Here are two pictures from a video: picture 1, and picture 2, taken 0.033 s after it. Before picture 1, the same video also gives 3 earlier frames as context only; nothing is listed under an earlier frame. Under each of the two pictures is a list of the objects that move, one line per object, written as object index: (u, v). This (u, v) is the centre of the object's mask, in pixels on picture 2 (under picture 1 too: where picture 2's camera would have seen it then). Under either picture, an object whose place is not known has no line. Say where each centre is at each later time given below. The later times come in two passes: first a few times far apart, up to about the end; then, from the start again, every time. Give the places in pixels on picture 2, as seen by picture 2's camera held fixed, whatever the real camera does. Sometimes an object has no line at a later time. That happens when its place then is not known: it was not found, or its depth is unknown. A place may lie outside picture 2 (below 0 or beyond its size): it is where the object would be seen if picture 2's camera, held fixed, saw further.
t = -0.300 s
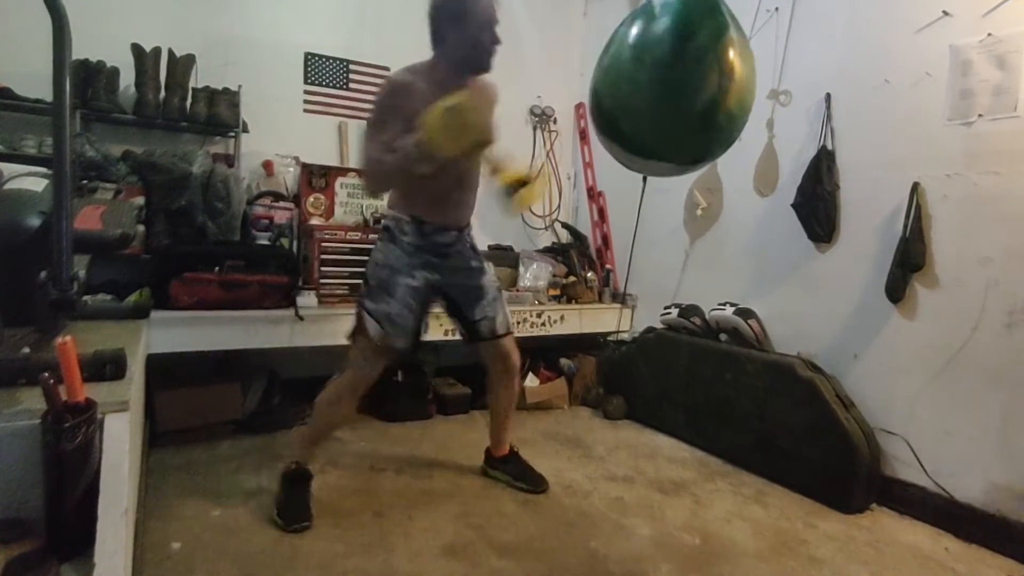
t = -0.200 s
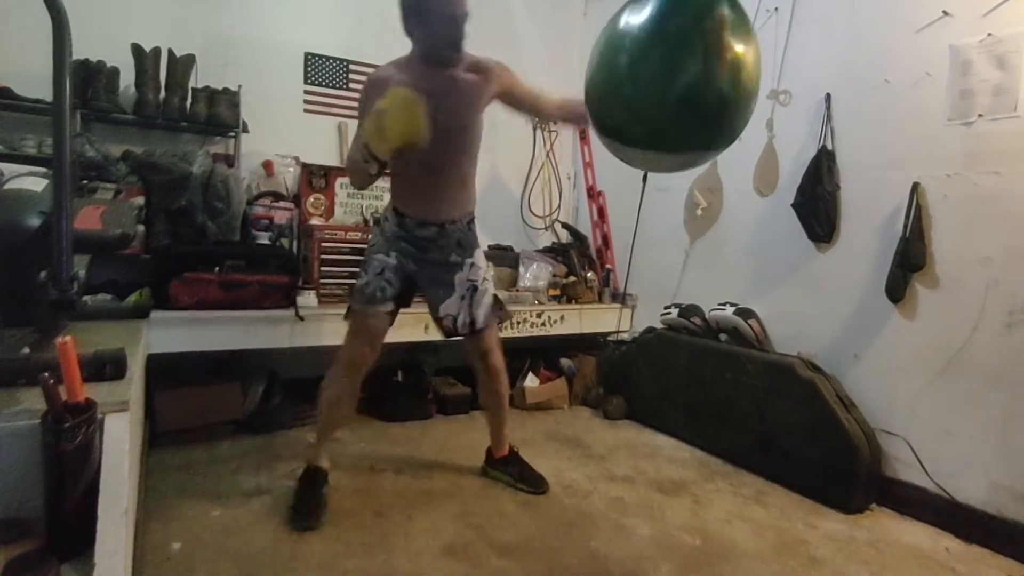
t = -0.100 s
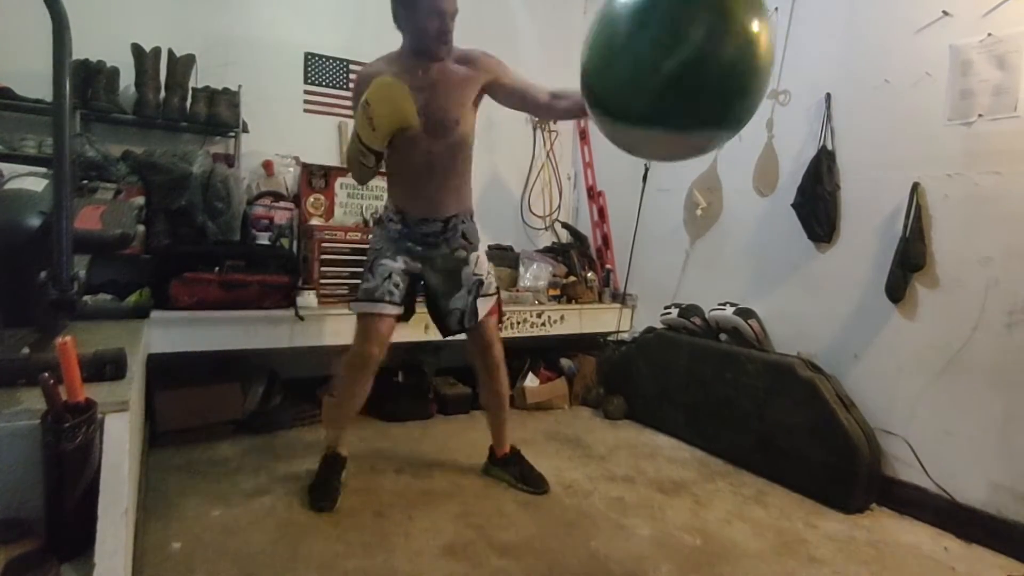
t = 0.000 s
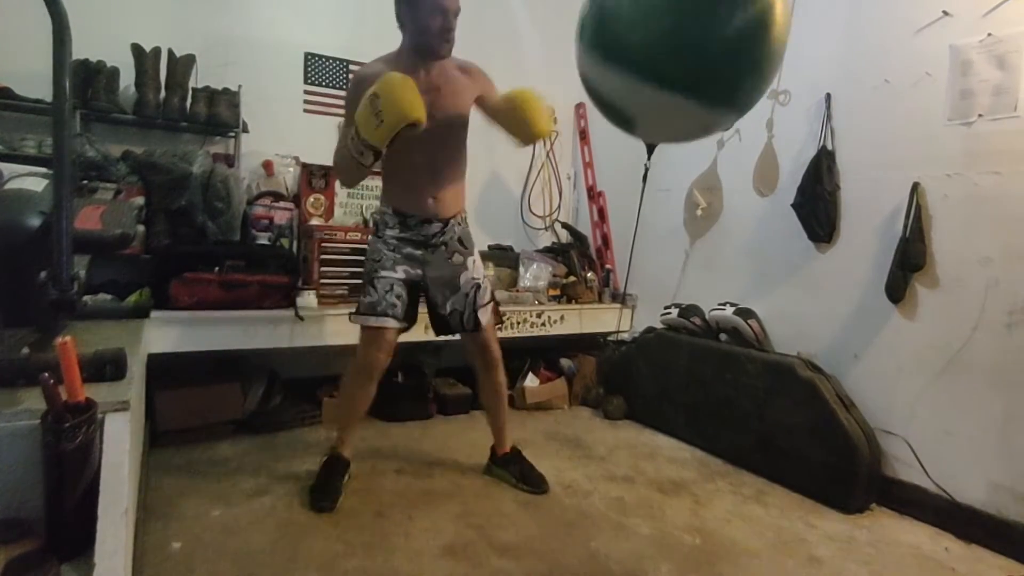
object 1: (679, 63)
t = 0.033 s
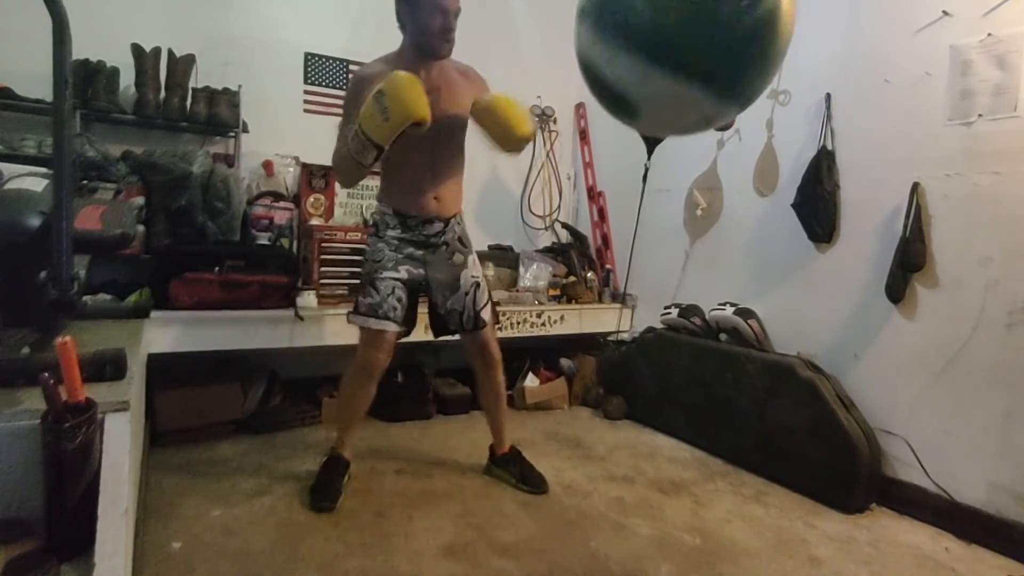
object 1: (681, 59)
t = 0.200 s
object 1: (693, 42)
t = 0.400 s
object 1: (713, 37)
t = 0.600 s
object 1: (730, 52)
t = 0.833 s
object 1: (730, 78)
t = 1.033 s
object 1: (717, 91)
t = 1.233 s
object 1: (705, 88)
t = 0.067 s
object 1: (683, 55)
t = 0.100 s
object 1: (685, 52)
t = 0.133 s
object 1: (687, 48)
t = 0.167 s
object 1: (690, 45)
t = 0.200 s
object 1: (693, 42)
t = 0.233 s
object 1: (696, 40)
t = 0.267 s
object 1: (699, 38)
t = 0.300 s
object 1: (703, 37)
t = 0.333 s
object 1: (707, 36)
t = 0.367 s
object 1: (710, 36)
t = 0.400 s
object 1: (713, 37)
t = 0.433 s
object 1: (717, 38)
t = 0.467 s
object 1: (720, 40)
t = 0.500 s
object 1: (723, 42)
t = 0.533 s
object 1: (726, 45)
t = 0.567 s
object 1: (728, 48)
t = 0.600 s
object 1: (730, 52)
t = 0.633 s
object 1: (731, 55)
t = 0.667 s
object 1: (732, 59)
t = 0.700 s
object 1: (732, 63)
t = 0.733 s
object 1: (732, 67)
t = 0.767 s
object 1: (731, 71)
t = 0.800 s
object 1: (731, 74)
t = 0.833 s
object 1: (730, 78)
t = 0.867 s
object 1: (728, 81)
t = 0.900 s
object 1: (726, 84)
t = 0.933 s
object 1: (724, 86)
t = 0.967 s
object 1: (722, 88)
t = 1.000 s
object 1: (719, 89)
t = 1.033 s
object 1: (717, 91)
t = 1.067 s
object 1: (715, 91)
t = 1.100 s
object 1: (713, 91)
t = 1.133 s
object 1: (711, 90)
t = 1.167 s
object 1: (709, 90)
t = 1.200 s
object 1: (707, 89)
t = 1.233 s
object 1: (705, 88)
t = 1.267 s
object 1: (703, 87)
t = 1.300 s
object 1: (701, 87)
